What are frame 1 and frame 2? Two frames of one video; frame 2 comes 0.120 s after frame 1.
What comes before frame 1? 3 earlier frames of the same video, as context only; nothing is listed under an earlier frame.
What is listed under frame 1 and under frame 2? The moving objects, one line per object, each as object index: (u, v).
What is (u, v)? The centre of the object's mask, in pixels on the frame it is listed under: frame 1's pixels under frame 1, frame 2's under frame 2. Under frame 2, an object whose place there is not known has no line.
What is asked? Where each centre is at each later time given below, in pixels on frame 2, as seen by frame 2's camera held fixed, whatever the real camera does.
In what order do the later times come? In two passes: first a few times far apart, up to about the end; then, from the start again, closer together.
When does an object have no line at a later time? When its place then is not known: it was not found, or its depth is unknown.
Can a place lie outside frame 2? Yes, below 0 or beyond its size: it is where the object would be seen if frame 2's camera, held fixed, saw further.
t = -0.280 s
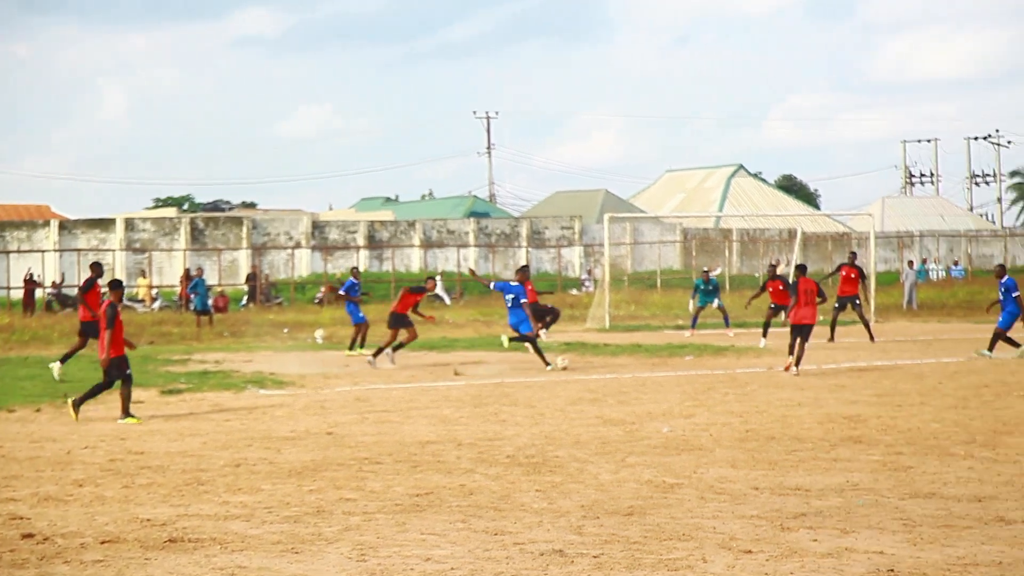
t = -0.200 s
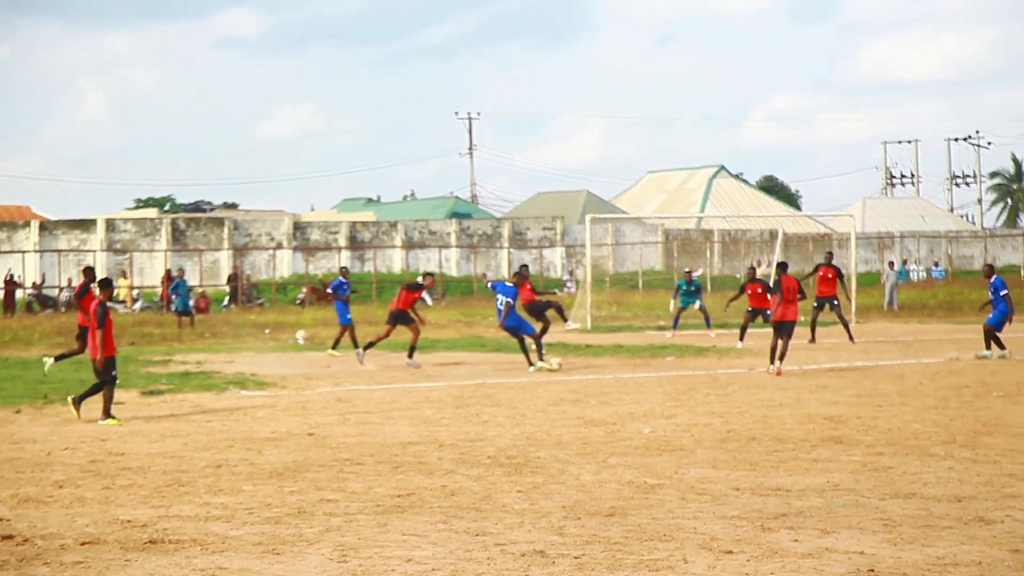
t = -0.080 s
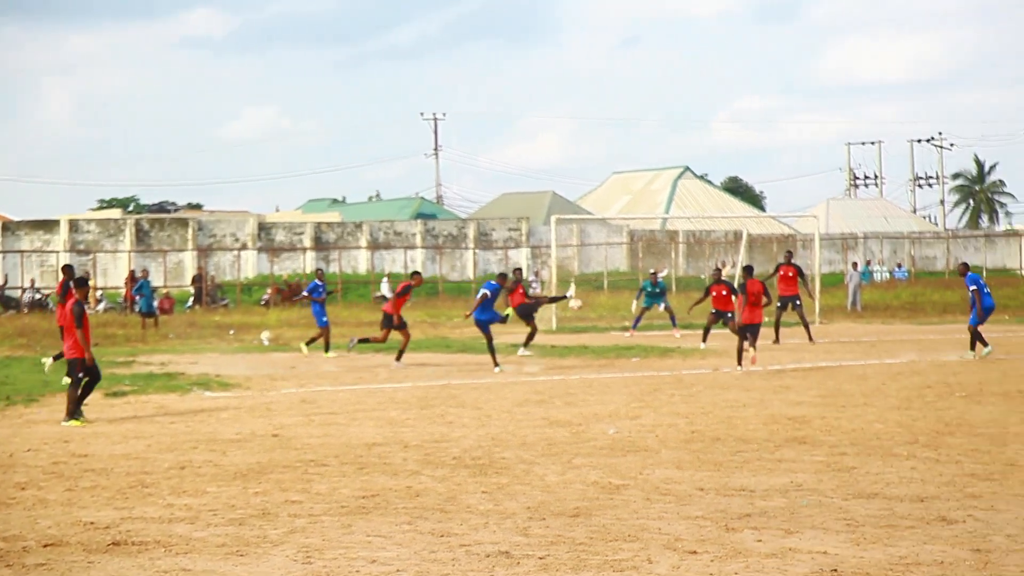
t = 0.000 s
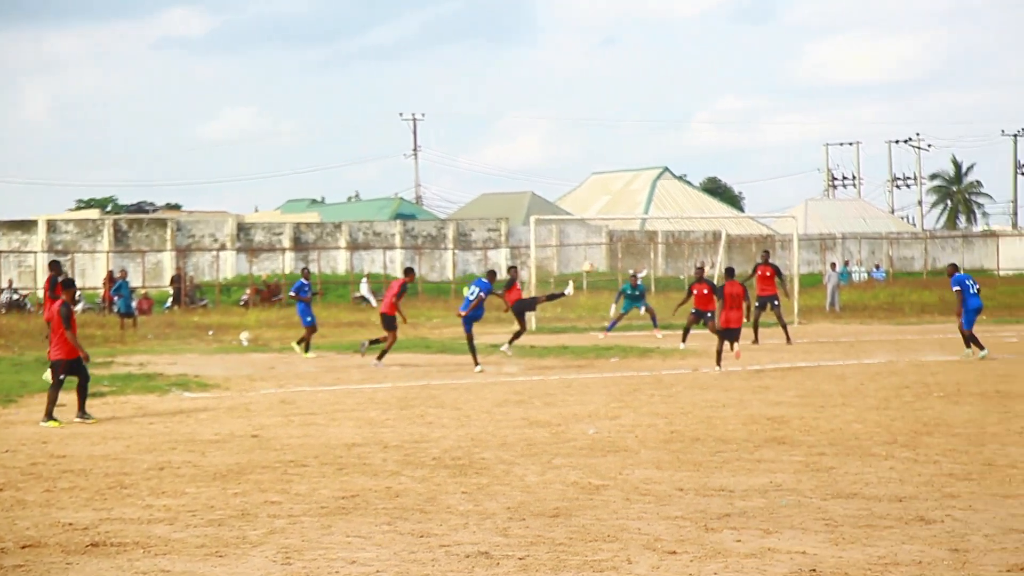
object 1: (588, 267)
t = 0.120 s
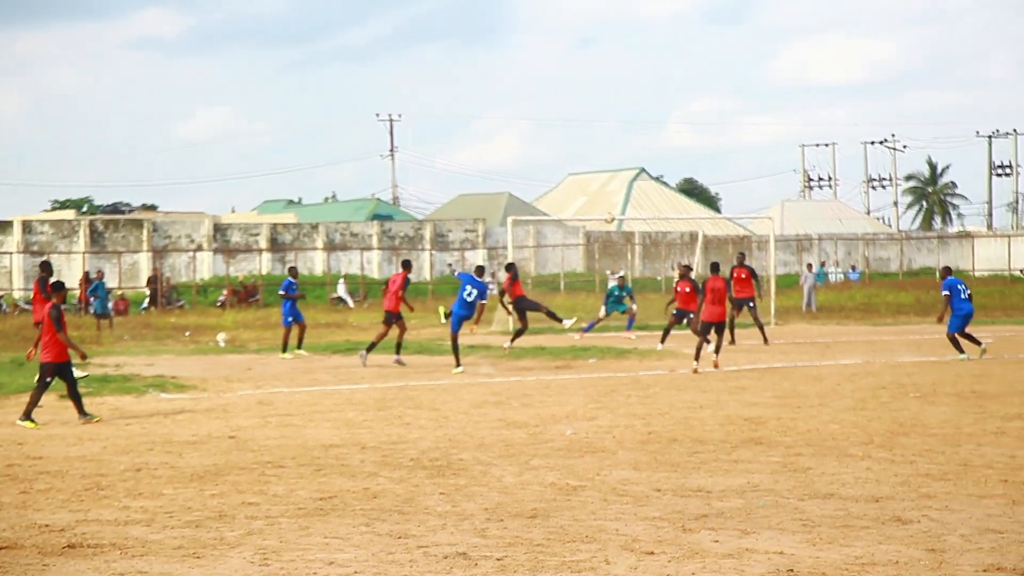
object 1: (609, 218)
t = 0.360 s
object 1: (678, 144)
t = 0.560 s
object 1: (722, 104)
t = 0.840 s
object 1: (770, 76)
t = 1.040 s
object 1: (796, 75)
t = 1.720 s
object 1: (857, 153)
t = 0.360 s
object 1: (678, 144)
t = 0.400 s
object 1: (687, 134)
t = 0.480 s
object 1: (706, 118)
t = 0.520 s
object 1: (714, 110)
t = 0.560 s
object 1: (722, 104)
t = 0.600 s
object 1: (730, 98)
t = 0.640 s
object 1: (738, 93)
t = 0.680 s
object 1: (745, 89)
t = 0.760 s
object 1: (758, 81)
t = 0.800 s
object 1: (764, 78)
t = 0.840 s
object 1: (770, 76)
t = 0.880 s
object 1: (776, 75)
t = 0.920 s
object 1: (781, 74)
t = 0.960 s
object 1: (787, 74)
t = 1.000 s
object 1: (791, 74)
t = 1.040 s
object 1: (796, 75)
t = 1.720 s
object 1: (857, 153)
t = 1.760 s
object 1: (860, 161)
